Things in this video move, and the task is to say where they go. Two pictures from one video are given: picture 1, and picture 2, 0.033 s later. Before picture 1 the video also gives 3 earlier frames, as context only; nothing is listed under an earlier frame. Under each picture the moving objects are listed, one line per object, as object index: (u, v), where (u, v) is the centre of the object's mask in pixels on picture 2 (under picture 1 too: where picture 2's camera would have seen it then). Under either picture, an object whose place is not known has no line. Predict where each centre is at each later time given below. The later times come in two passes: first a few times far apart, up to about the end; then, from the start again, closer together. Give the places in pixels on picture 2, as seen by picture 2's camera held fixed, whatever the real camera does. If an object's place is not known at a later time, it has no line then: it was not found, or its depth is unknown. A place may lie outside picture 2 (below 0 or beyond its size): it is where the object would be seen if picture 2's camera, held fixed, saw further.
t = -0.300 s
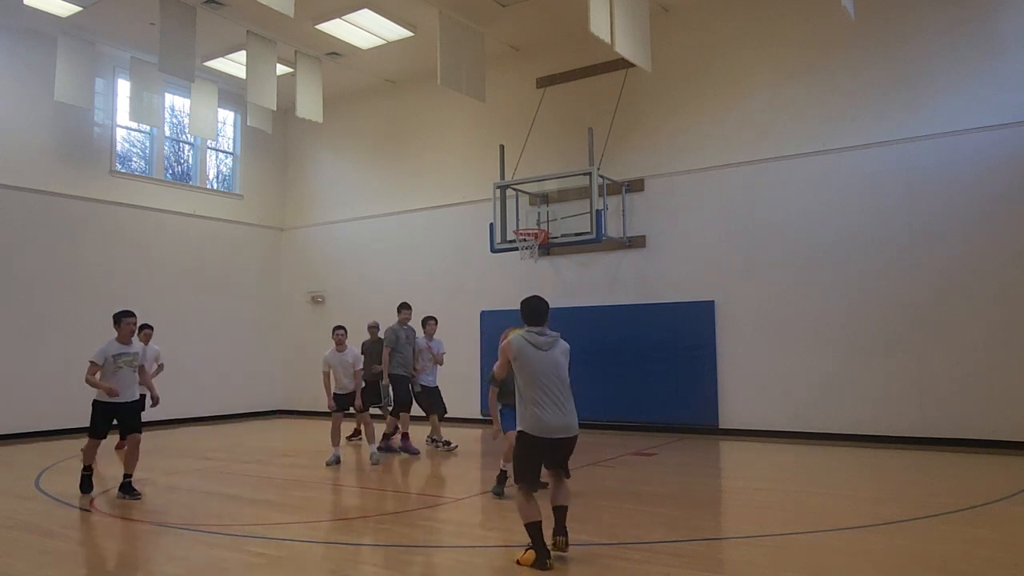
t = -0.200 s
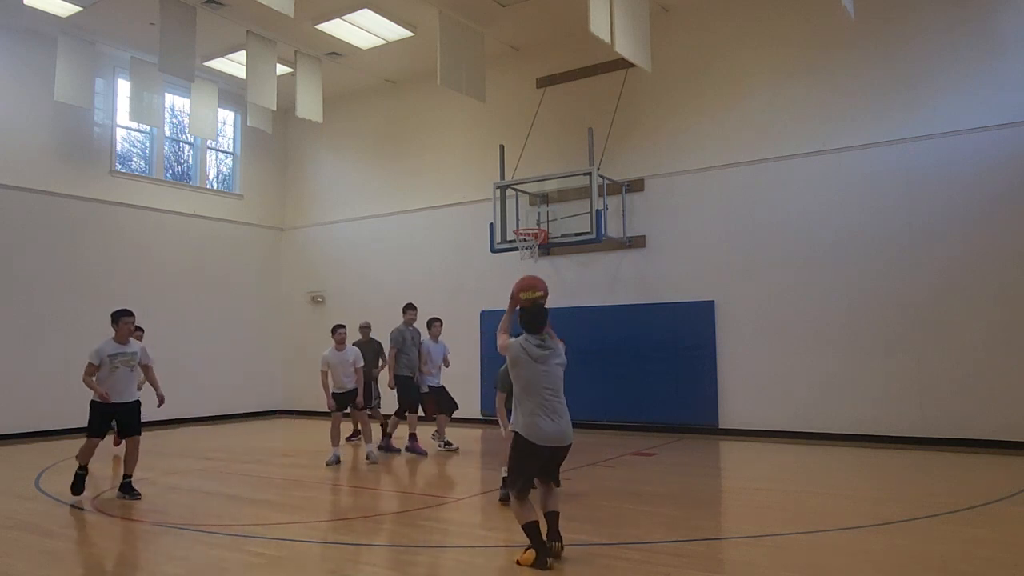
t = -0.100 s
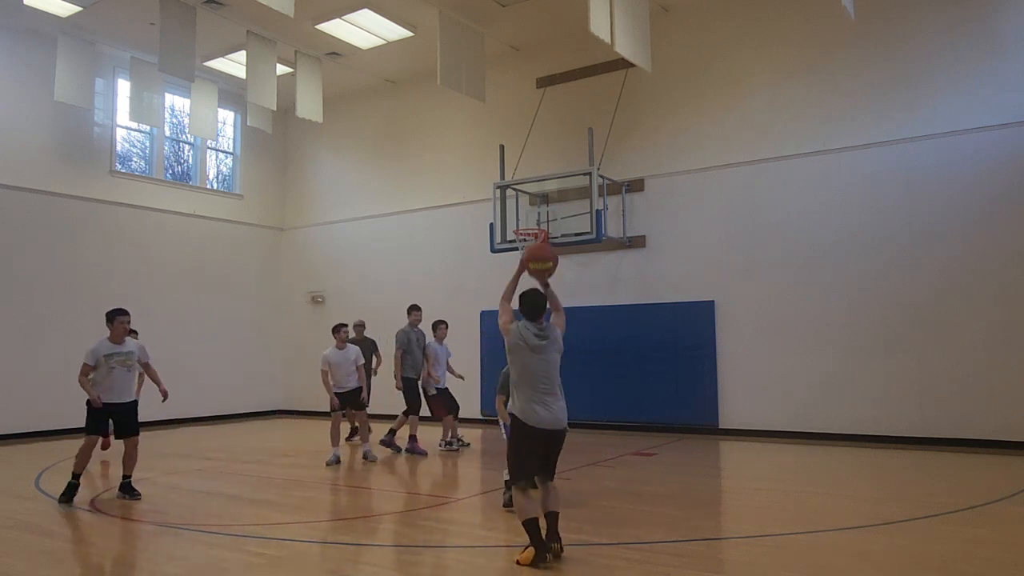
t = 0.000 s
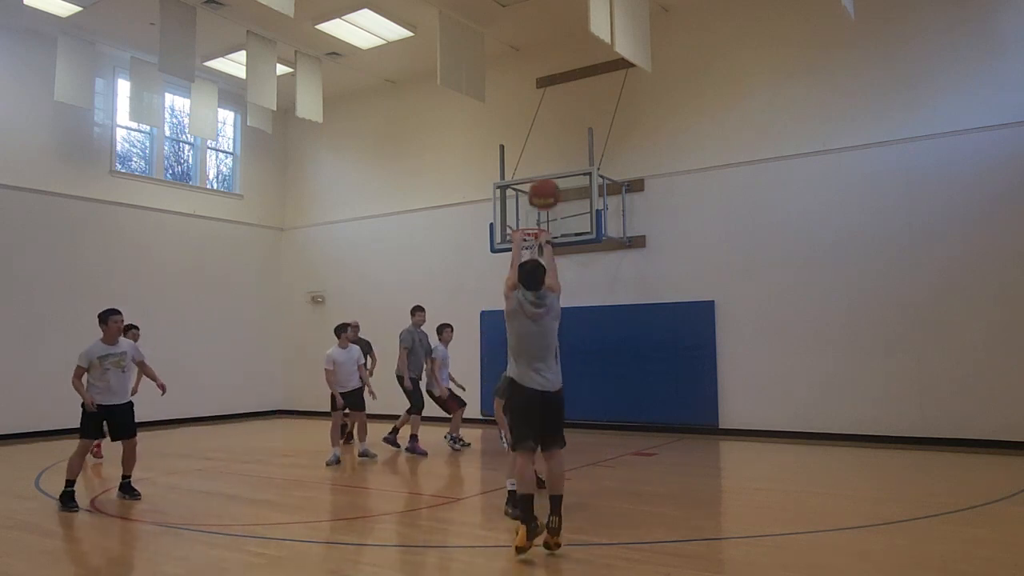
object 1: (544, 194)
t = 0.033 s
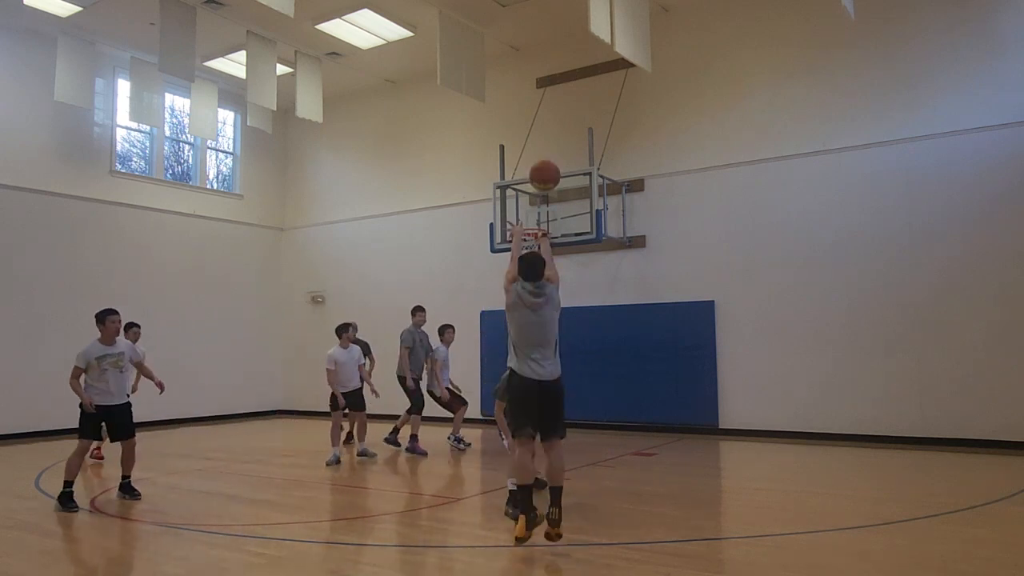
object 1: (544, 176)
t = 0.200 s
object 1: (546, 119)
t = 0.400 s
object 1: (548, 102)
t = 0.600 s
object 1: (550, 120)
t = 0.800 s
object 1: (552, 165)
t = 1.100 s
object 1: (554, 262)
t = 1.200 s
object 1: (555, 300)
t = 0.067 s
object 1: (545, 160)
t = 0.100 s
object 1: (545, 147)
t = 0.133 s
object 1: (545, 135)
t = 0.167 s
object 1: (546, 126)
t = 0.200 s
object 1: (546, 119)
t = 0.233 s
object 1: (546, 113)
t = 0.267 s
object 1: (547, 108)
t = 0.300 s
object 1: (547, 105)
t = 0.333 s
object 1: (547, 102)
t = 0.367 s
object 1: (547, 102)
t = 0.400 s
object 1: (548, 102)
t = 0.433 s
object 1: (548, 102)
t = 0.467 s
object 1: (548, 105)
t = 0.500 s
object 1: (549, 108)
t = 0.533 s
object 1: (549, 112)
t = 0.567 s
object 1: (550, 116)
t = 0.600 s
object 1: (550, 120)
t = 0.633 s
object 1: (550, 127)
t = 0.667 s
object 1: (550, 133)
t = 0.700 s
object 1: (551, 140)
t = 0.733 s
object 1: (552, 148)
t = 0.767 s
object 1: (552, 156)
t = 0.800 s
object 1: (552, 165)
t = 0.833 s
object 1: (552, 174)
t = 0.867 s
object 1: (553, 184)
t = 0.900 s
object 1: (552, 194)
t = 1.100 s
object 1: (554, 262)
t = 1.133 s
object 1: (554, 274)
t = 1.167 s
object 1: (555, 287)
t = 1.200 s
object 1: (555, 300)
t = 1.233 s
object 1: (556, 314)
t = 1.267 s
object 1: (556, 327)
